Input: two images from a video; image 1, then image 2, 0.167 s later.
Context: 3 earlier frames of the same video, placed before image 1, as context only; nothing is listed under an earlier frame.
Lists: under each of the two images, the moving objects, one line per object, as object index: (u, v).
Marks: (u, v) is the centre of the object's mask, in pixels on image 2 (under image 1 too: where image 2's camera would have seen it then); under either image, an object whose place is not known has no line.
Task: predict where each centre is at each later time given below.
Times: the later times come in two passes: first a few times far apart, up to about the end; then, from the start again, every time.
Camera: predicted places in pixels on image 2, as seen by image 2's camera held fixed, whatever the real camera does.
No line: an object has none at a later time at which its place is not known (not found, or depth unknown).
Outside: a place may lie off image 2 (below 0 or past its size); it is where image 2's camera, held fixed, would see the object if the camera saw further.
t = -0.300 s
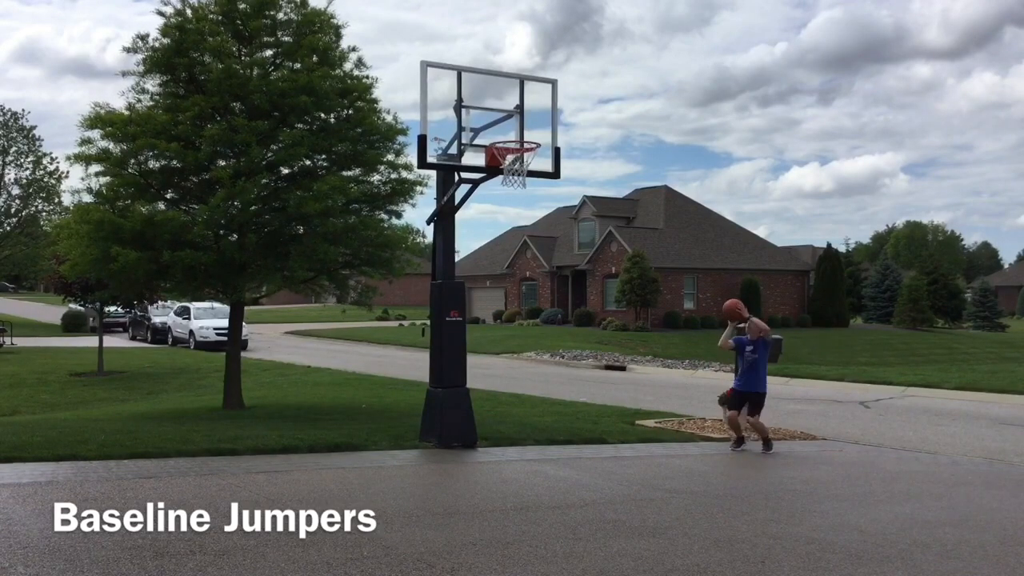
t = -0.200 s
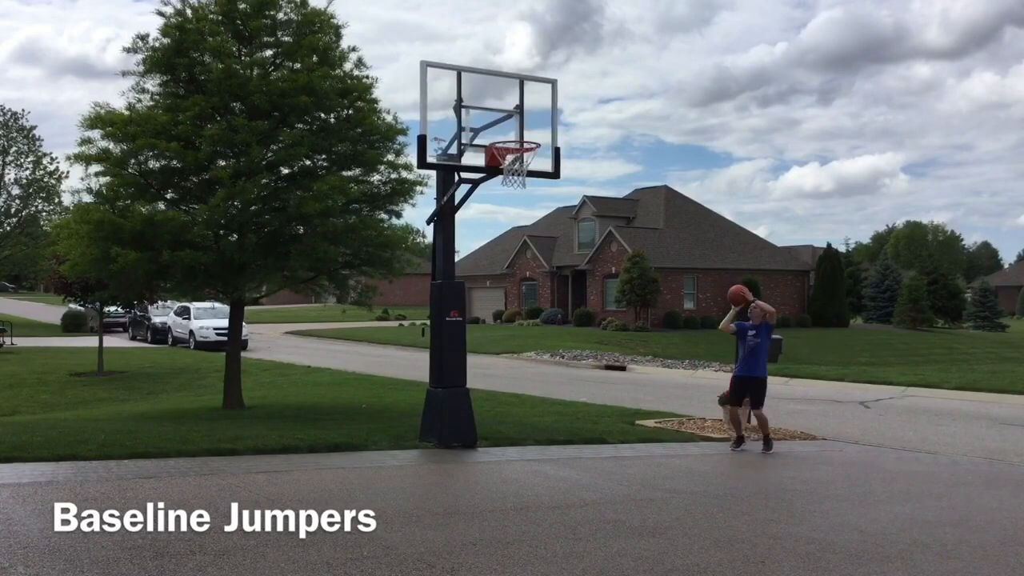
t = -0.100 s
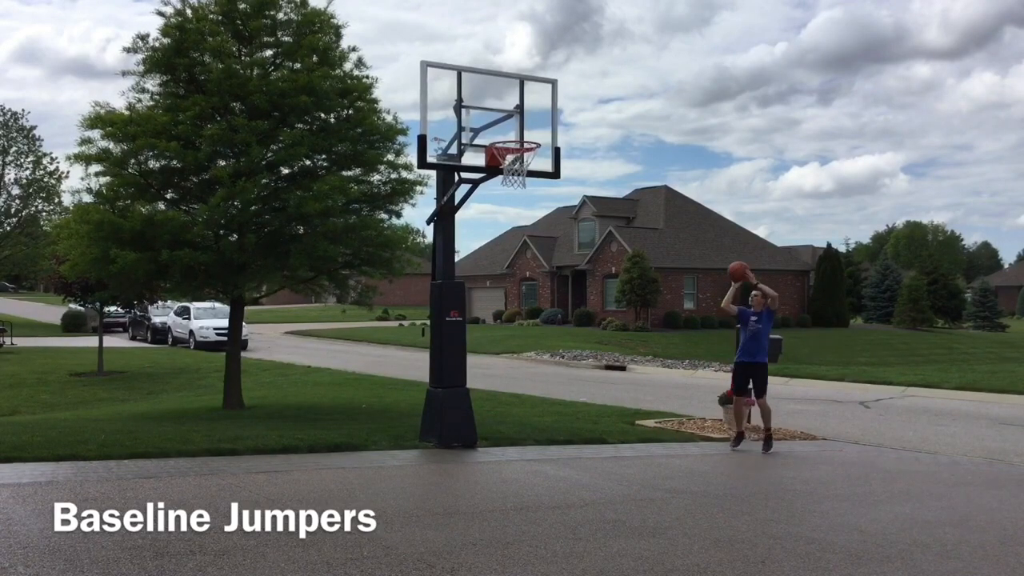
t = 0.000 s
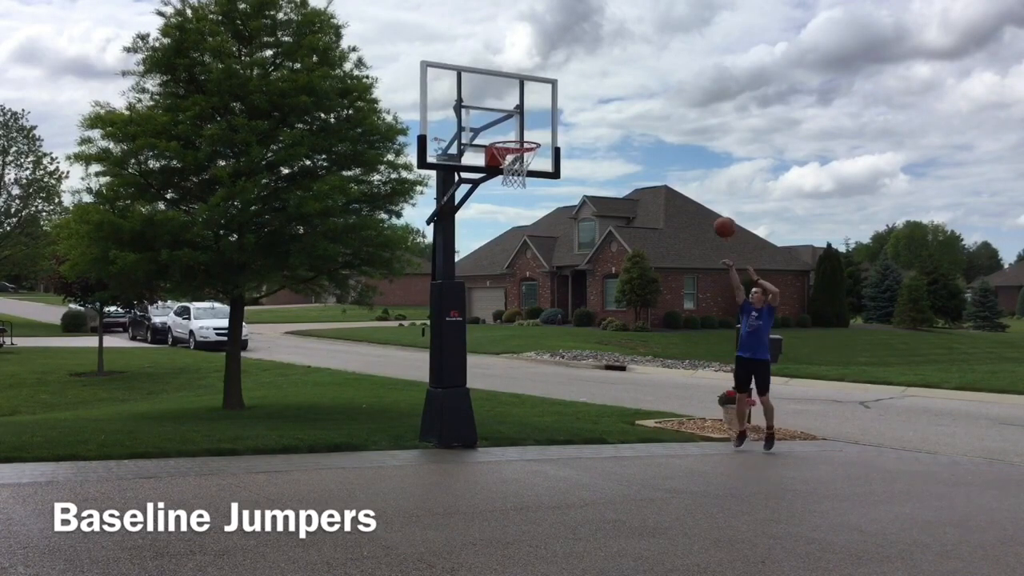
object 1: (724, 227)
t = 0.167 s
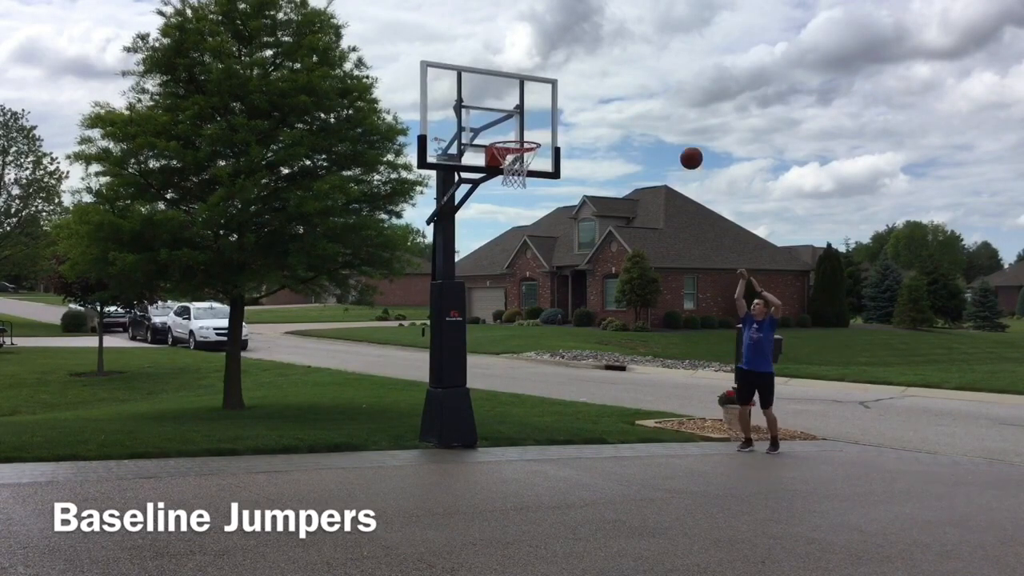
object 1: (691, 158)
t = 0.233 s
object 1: (677, 136)
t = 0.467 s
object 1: (626, 90)
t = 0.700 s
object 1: (572, 93)
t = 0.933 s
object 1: (512, 154)
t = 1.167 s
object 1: (497, 186)
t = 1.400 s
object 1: (488, 265)
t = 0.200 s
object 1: (684, 147)
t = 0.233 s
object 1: (677, 136)
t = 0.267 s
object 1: (670, 127)
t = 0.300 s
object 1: (663, 118)
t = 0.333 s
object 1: (656, 111)
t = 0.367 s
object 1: (648, 104)
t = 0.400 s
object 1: (641, 98)
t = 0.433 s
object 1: (634, 93)
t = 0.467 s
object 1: (626, 90)
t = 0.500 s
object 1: (619, 87)
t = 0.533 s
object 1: (611, 85)
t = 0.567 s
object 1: (603, 85)
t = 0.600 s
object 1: (596, 85)
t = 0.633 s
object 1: (588, 87)
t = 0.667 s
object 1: (580, 89)
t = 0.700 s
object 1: (572, 93)
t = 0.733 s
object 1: (564, 99)
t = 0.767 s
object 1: (555, 105)
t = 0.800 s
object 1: (547, 112)
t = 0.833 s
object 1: (538, 121)
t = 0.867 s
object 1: (530, 130)
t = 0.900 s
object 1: (521, 142)
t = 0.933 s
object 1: (512, 154)
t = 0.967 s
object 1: (504, 159)
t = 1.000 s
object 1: (505, 169)
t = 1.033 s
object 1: (502, 171)
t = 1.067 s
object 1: (501, 172)
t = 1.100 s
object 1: (499, 175)
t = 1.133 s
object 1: (498, 180)
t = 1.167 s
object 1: (497, 186)
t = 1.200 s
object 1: (496, 194)
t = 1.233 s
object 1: (495, 203)
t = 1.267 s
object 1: (494, 213)
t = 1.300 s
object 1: (492, 224)
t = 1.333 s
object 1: (491, 237)
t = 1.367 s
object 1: (490, 250)
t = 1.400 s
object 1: (488, 265)
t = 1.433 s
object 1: (487, 281)
